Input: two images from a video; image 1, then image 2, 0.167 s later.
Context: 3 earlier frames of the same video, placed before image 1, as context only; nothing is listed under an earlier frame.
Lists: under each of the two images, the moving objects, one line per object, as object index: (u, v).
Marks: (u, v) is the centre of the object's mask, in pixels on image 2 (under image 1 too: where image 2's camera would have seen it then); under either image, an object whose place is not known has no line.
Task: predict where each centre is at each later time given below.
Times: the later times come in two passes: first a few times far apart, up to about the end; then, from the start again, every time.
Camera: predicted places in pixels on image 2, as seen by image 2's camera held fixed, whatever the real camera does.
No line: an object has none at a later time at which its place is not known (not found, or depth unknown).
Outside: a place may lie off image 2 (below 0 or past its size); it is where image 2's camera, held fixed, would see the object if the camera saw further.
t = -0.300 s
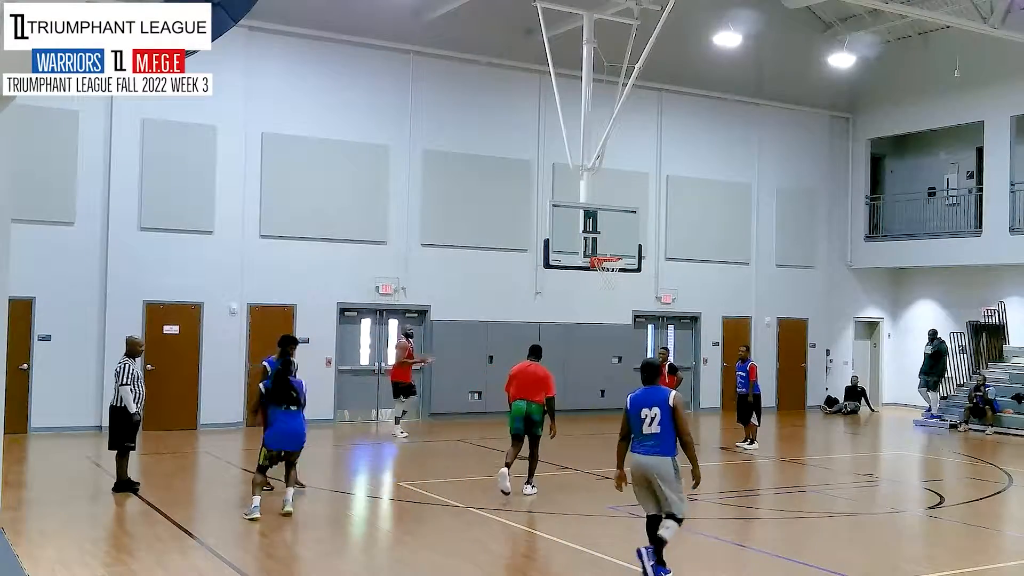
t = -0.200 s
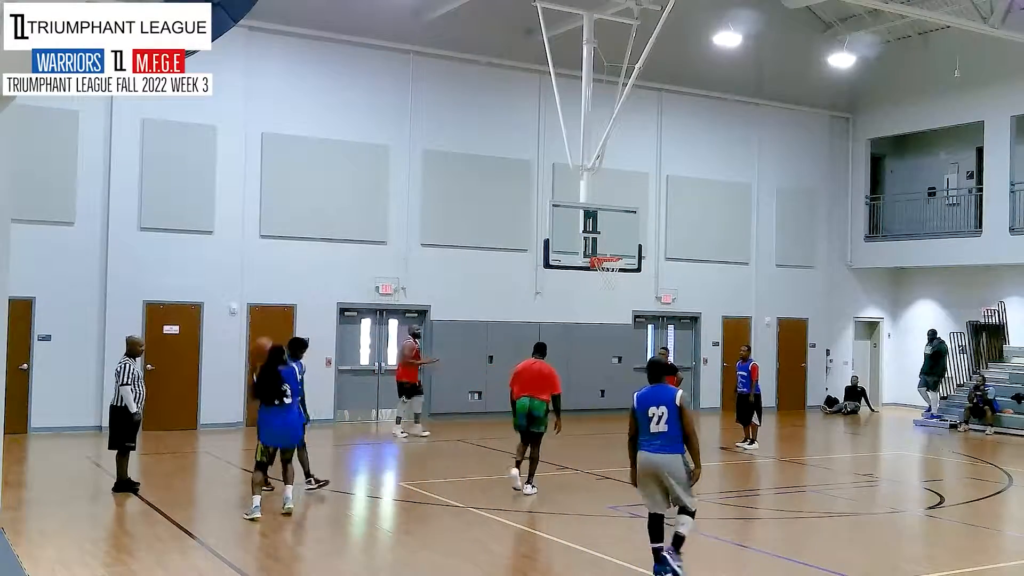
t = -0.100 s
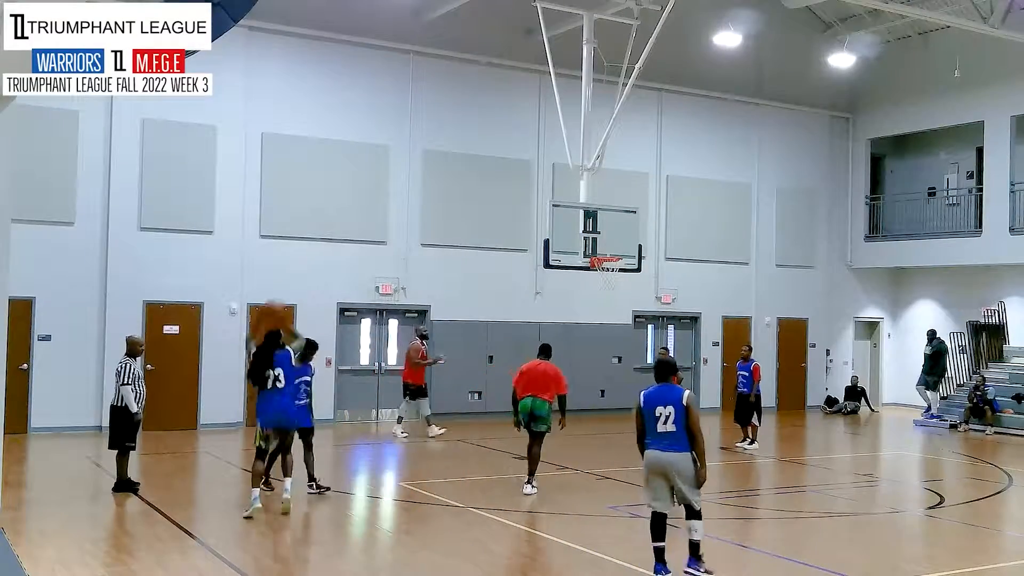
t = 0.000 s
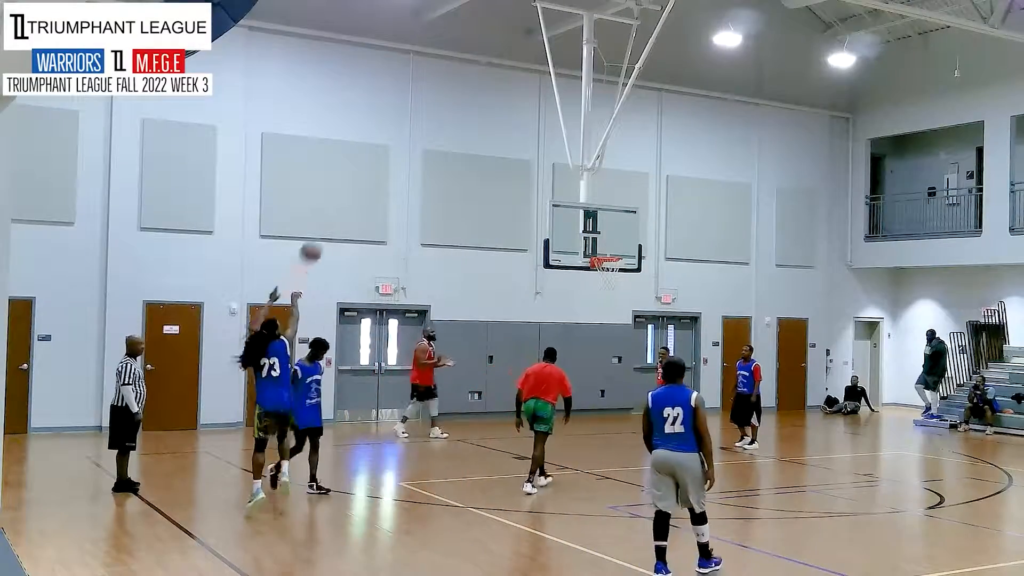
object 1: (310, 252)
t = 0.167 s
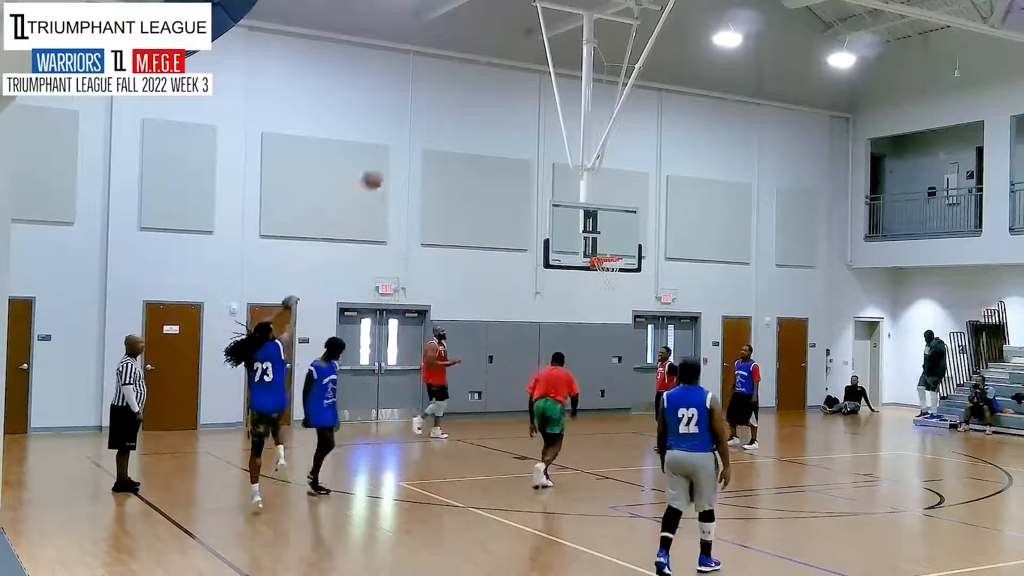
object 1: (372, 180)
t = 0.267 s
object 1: (404, 151)
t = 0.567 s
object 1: (486, 118)
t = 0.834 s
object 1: (544, 144)
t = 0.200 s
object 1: (383, 169)
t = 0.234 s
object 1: (394, 160)
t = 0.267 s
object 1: (404, 151)
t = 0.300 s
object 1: (414, 144)
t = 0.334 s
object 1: (425, 137)
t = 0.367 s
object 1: (434, 132)
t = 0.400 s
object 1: (443, 127)
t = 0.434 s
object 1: (452, 123)
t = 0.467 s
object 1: (461, 121)
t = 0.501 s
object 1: (470, 119)
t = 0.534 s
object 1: (478, 118)
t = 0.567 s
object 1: (486, 118)
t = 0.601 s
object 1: (494, 118)
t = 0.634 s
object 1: (501, 120)
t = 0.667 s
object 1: (509, 122)
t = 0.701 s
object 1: (516, 125)
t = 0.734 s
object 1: (523, 129)
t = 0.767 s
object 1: (530, 133)
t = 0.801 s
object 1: (537, 138)
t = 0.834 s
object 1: (544, 144)
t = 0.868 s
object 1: (550, 150)
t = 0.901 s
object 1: (557, 157)
